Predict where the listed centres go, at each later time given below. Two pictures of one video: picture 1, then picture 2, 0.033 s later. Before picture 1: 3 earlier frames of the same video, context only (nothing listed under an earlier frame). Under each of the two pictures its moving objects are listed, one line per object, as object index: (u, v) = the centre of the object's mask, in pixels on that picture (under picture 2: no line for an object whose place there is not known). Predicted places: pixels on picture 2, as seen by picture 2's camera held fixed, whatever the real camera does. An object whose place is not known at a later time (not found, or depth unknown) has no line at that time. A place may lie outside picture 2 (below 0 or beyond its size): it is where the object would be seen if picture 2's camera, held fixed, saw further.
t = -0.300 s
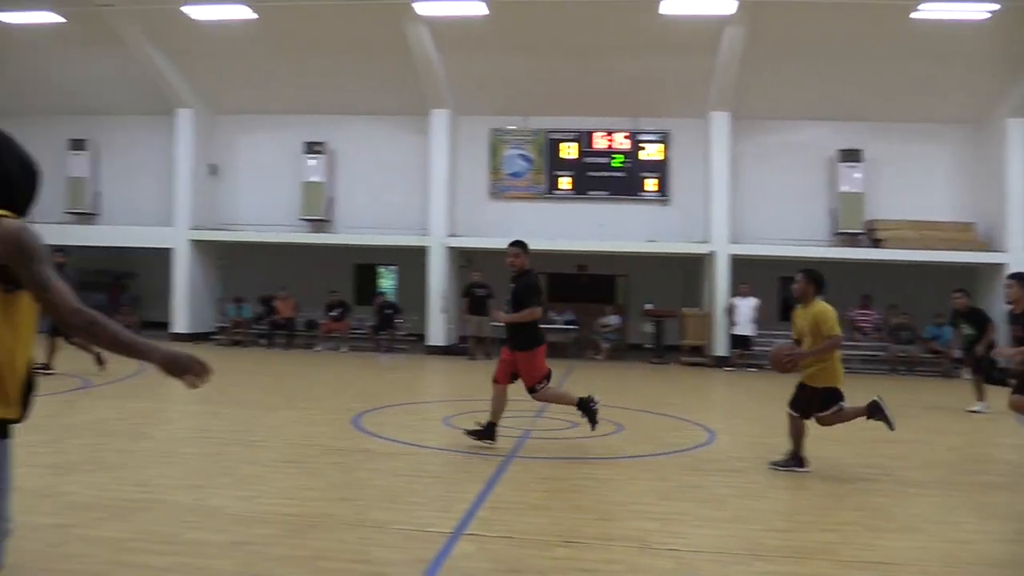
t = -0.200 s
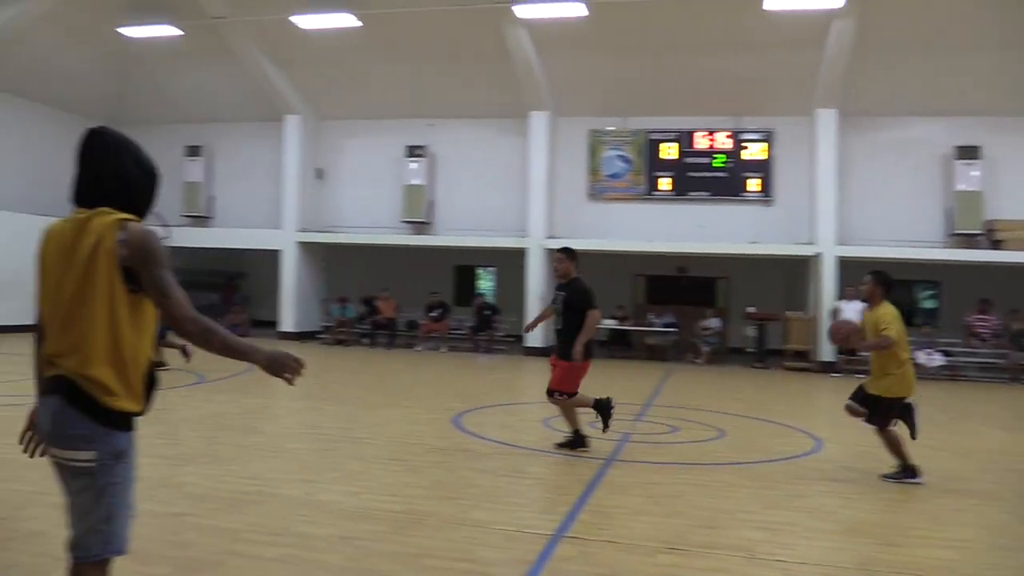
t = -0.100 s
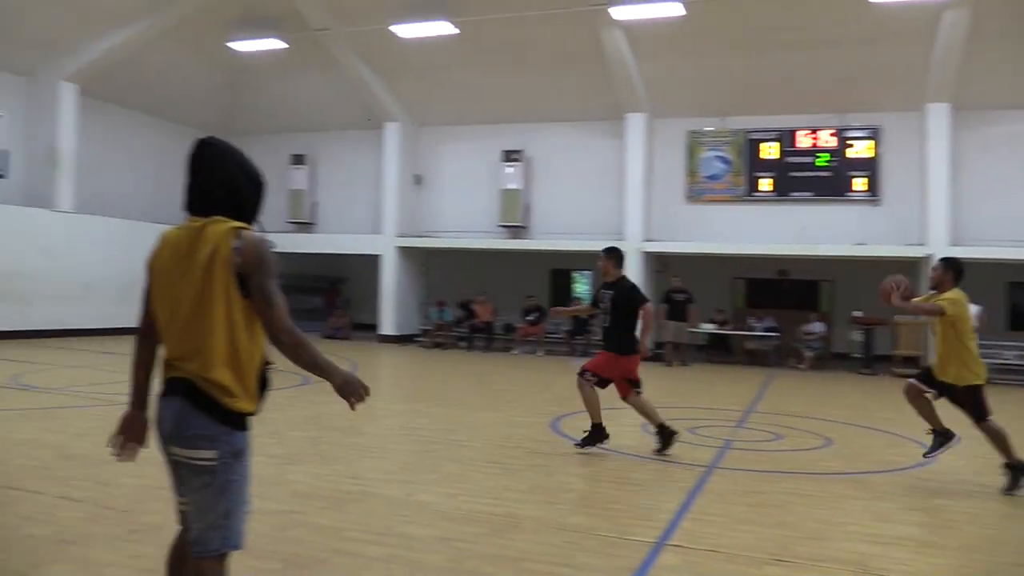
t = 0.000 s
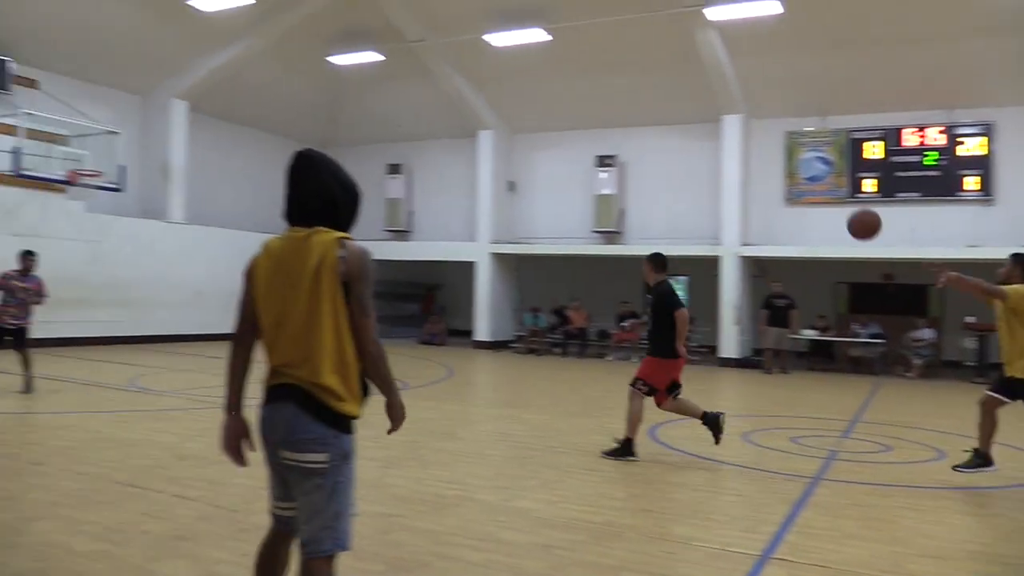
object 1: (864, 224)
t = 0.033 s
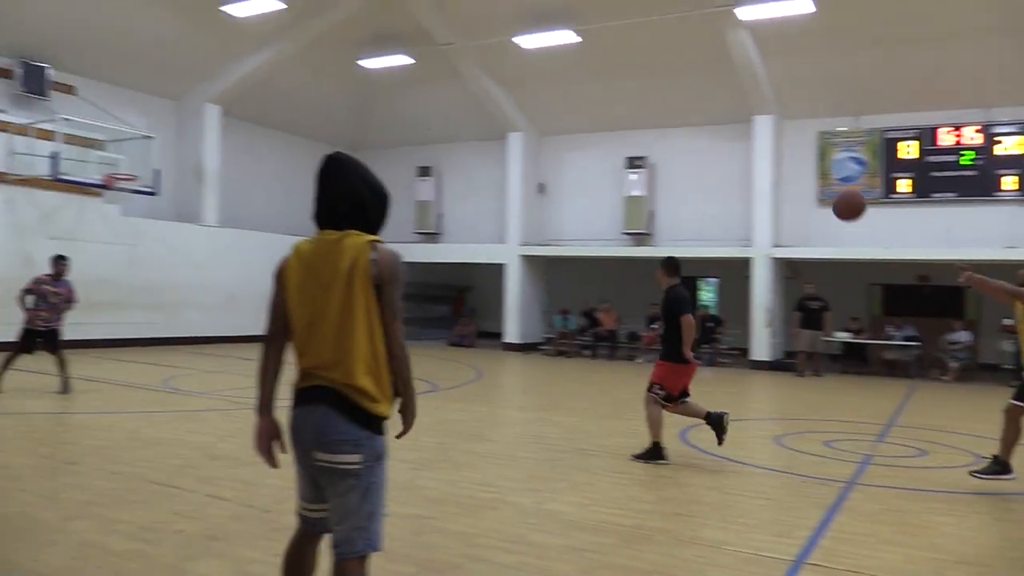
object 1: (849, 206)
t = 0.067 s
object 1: (800, 187)
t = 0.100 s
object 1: (754, 172)
